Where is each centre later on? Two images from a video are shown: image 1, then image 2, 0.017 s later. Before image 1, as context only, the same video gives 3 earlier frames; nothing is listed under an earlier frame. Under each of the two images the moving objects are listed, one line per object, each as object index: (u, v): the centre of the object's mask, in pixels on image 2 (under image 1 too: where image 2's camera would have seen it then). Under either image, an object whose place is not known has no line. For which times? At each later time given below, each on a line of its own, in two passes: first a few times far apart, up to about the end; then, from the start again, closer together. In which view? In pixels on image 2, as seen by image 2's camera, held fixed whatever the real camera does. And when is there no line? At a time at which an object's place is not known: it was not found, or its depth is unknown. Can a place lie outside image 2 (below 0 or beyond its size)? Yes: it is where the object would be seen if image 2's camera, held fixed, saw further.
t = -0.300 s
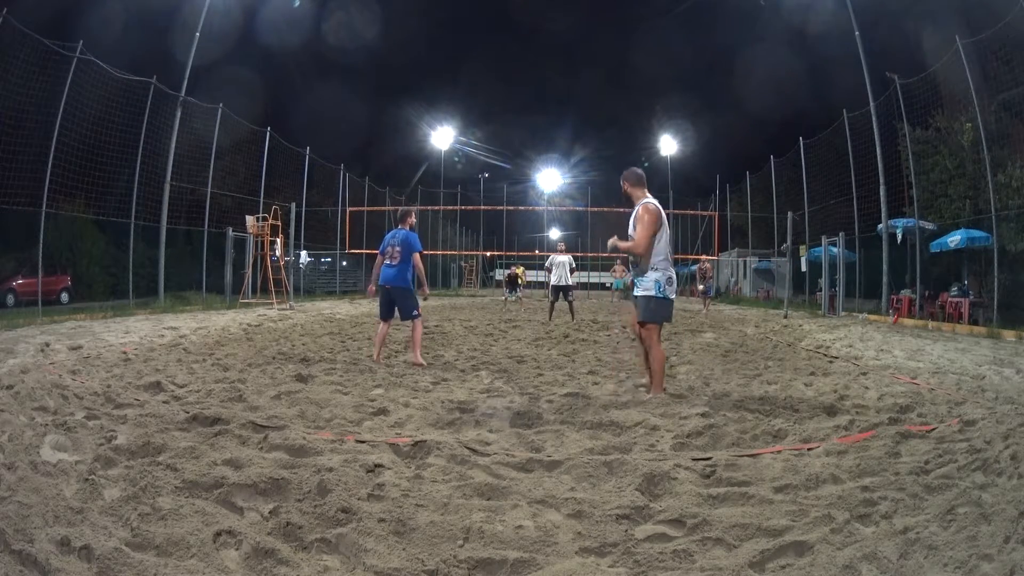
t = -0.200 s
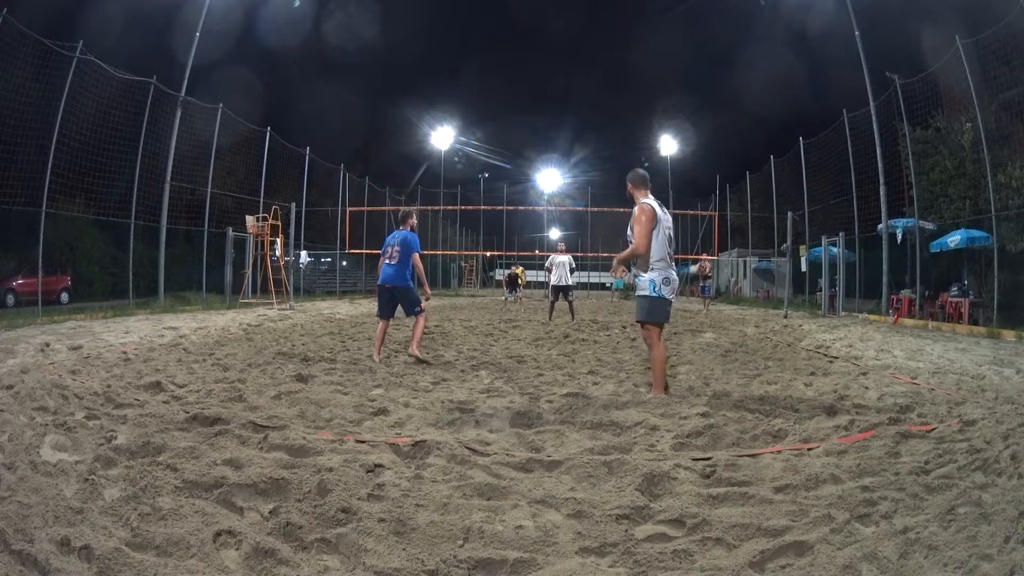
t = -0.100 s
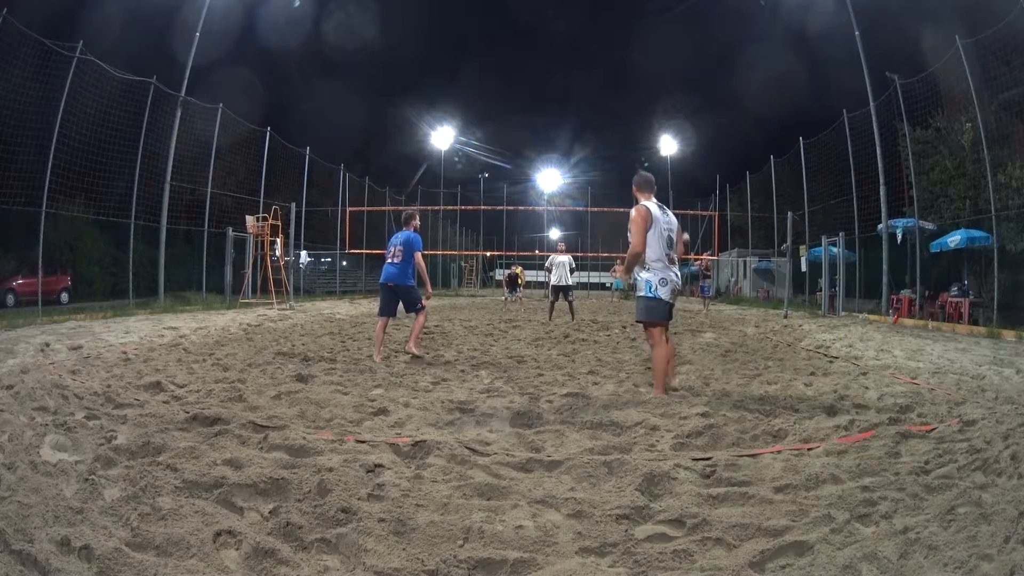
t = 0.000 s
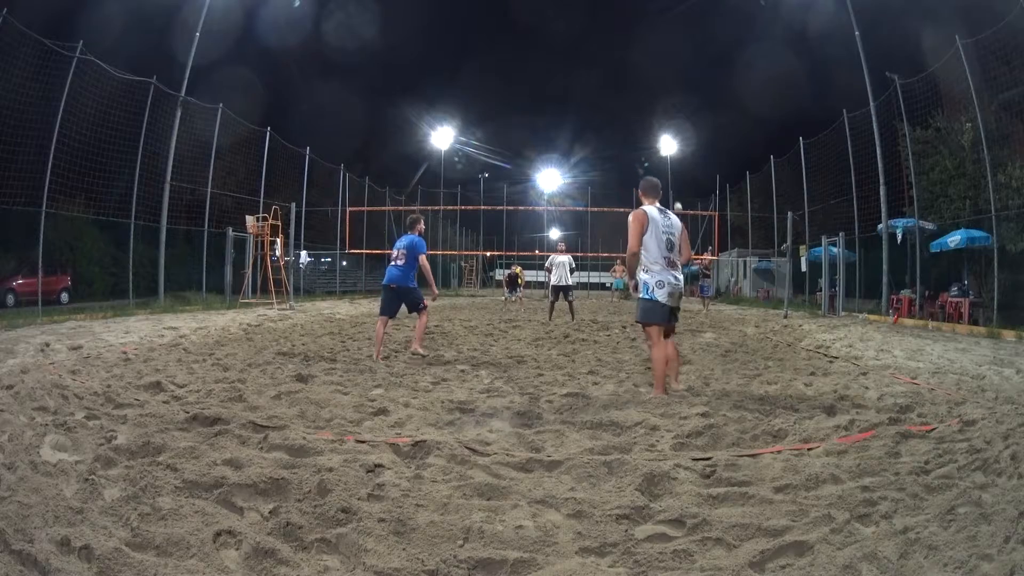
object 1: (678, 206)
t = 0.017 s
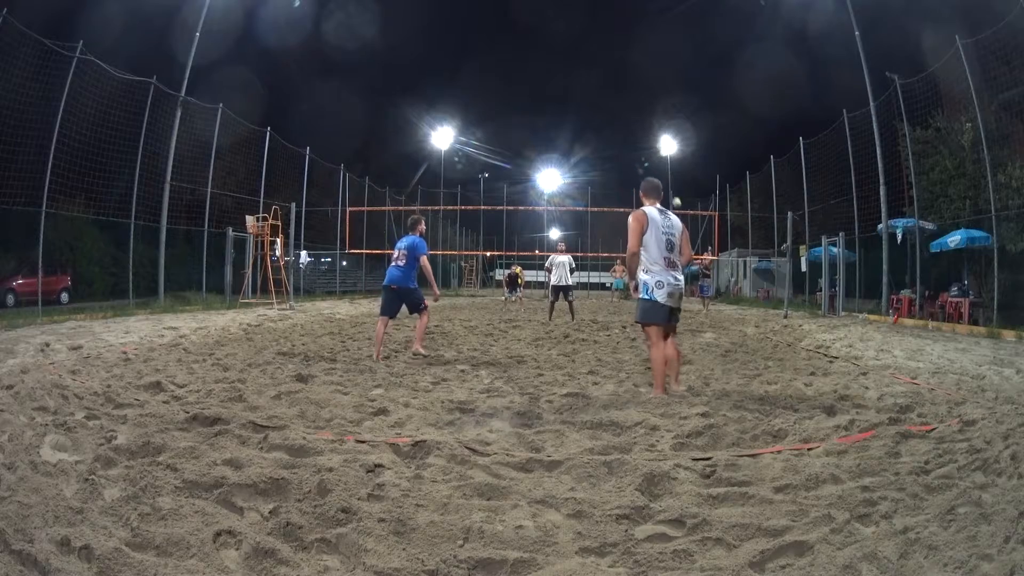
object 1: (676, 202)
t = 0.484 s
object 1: (641, 102)
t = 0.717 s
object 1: (621, 79)
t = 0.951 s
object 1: (599, 77)
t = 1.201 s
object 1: (572, 106)
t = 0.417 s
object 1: (646, 112)
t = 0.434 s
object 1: (645, 110)
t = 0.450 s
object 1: (643, 107)
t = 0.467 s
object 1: (642, 105)
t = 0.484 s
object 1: (641, 102)
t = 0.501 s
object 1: (639, 100)
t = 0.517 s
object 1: (638, 97)
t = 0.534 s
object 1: (636, 96)
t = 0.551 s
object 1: (635, 93)
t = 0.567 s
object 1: (634, 92)
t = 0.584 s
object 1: (632, 90)
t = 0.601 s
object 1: (631, 88)
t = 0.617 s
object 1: (629, 86)
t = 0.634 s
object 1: (628, 85)
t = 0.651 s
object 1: (627, 84)
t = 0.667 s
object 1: (625, 82)
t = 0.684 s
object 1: (624, 81)
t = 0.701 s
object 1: (622, 80)
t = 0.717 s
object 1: (621, 79)
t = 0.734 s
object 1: (619, 78)
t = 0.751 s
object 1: (618, 77)
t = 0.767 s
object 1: (616, 76)
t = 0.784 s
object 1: (615, 76)
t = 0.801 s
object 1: (613, 75)
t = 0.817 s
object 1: (612, 75)
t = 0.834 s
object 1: (610, 75)
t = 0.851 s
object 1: (609, 75)
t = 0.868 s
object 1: (607, 75)
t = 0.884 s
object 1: (605, 75)
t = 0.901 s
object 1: (604, 75)
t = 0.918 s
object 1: (602, 75)
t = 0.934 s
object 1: (601, 76)
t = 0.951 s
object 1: (599, 77)
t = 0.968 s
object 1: (597, 78)
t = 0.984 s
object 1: (596, 79)
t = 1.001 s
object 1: (594, 79)
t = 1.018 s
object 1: (592, 81)
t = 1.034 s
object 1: (590, 82)
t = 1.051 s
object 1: (589, 84)
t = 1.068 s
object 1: (587, 85)
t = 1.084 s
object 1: (585, 87)
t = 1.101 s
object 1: (583, 89)
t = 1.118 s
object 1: (581, 91)
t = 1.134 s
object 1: (580, 94)
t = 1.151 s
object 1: (578, 97)
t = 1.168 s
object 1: (576, 99)
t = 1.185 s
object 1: (574, 102)
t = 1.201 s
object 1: (572, 106)
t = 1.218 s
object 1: (570, 109)
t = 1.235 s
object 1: (568, 113)
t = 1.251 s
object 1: (566, 117)
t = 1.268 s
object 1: (564, 121)
